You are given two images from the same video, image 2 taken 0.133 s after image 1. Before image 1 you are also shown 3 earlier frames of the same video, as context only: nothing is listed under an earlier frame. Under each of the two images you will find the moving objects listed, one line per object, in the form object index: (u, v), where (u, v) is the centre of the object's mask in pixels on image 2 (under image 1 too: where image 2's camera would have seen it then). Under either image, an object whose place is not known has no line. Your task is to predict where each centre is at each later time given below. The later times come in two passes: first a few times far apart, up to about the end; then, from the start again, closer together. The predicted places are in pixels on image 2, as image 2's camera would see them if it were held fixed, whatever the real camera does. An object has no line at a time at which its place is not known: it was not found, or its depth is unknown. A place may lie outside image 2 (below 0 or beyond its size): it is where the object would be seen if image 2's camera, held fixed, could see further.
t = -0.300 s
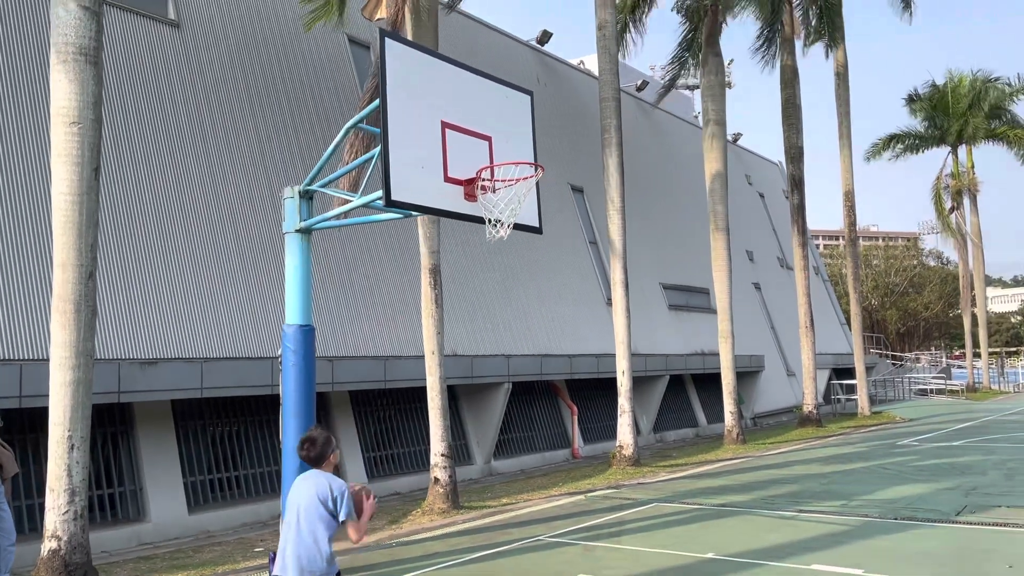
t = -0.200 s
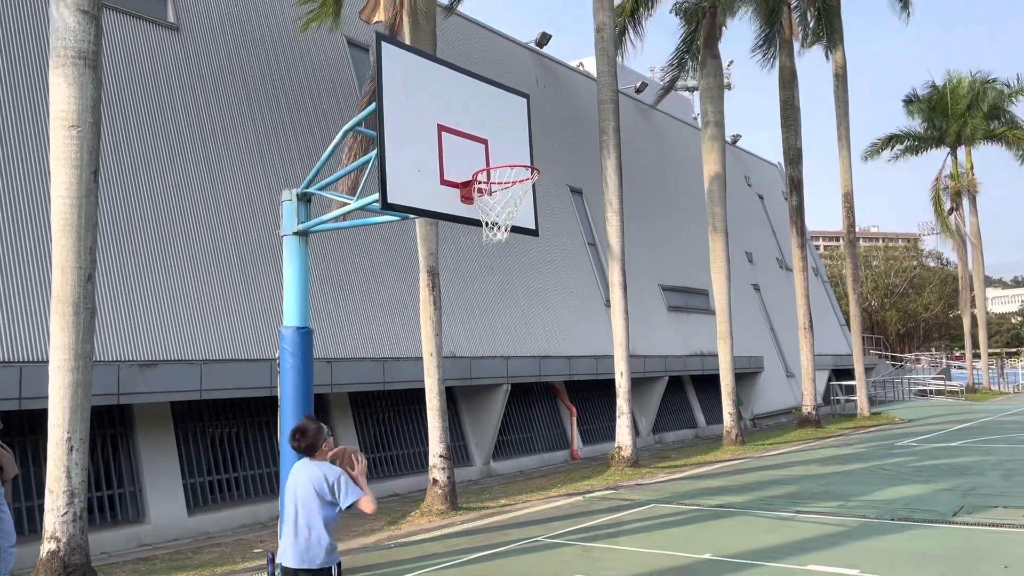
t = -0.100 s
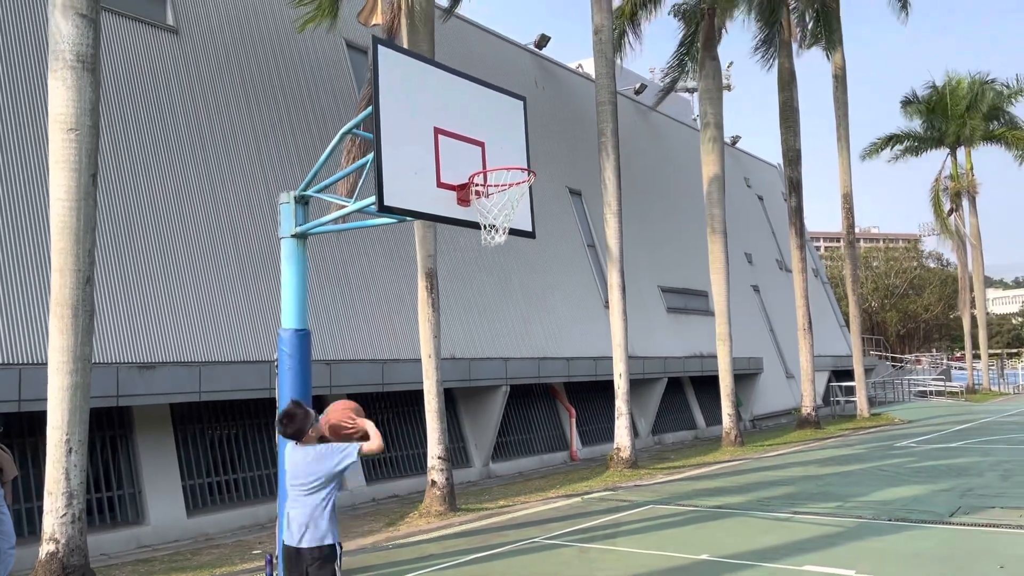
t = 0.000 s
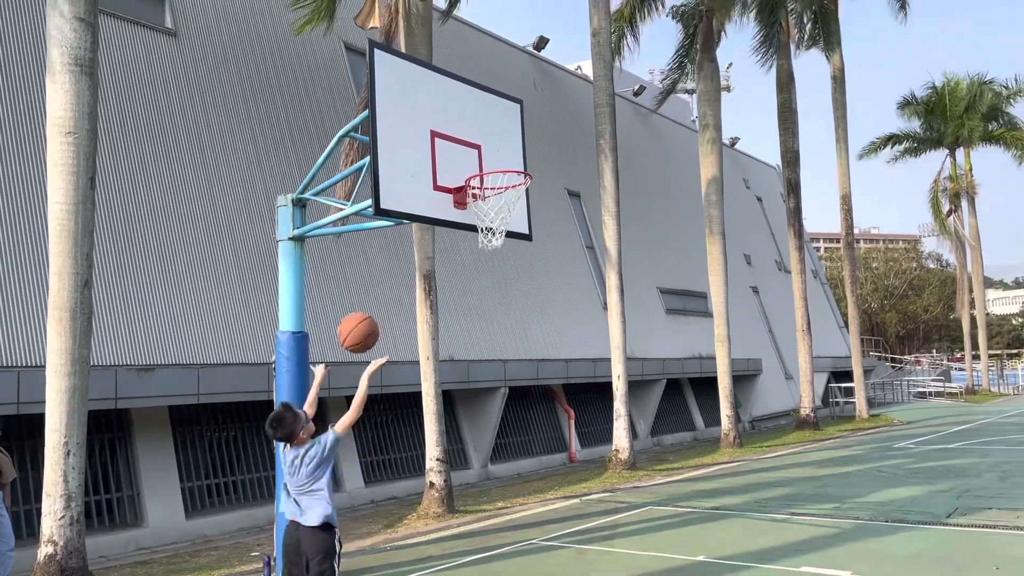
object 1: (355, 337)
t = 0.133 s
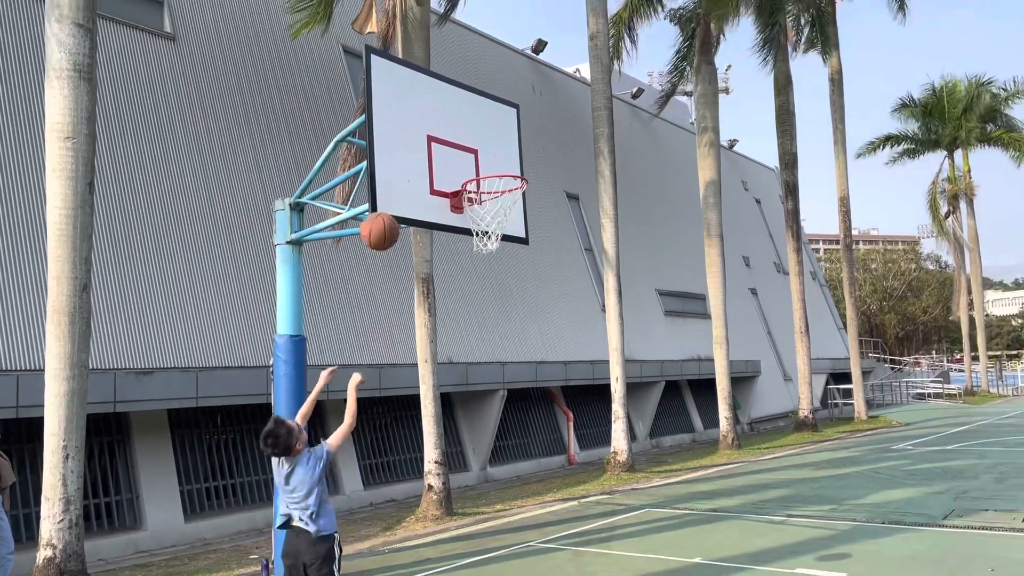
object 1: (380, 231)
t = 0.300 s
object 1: (407, 151)
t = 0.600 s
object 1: (449, 117)
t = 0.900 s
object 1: (483, 179)
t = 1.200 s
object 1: (520, 192)
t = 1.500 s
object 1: (542, 296)
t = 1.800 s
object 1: (557, 506)
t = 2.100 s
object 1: (560, 438)
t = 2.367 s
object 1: (555, 358)
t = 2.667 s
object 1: (552, 366)
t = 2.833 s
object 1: (548, 416)
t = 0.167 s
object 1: (386, 211)
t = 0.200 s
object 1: (391, 193)
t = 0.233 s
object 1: (396, 177)
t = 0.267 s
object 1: (402, 163)
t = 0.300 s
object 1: (407, 151)
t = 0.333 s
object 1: (412, 141)
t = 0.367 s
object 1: (417, 132)
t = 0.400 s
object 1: (422, 125)
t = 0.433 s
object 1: (426, 120)
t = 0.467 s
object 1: (431, 116)
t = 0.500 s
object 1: (436, 114)
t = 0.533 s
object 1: (440, 114)
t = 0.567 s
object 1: (445, 114)
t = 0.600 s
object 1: (449, 117)
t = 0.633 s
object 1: (454, 121)
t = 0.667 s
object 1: (458, 126)
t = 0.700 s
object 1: (463, 132)
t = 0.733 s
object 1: (467, 140)
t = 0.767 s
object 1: (471, 149)
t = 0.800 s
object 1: (475, 159)
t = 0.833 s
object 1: (479, 170)
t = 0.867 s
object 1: (482, 182)
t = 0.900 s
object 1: (483, 179)
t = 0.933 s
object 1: (488, 176)
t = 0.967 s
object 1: (493, 173)
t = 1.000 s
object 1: (498, 172)
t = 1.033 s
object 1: (502, 173)
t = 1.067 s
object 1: (507, 176)
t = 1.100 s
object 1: (511, 179)
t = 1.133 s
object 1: (516, 183)
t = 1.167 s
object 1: (518, 187)
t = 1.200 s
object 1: (520, 192)
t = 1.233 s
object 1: (528, 202)
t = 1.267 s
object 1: (528, 208)
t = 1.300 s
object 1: (527, 215)
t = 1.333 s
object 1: (529, 225)
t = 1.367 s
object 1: (531, 236)
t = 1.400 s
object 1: (533, 248)
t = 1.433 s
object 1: (536, 262)
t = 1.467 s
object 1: (538, 278)
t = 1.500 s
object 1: (542, 296)
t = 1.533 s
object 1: (544, 314)
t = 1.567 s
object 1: (547, 332)
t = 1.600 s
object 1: (549, 352)
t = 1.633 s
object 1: (551, 374)
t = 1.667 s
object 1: (553, 397)
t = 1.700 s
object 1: (555, 420)
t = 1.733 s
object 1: (557, 447)
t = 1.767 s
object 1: (557, 474)
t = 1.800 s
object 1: (557, 506)
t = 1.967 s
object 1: (560, 517)
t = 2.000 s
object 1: (560, 495)
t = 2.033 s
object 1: (562, 473)
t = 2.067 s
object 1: (561, 455)
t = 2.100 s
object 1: (560, 438)
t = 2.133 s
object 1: (559, 423)
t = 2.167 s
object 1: (559, 410)
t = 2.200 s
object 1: (558, 398)
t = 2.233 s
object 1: (557, 388)
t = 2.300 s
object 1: (556, 370)
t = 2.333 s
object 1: (556, 363)
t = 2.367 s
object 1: (555, 358)
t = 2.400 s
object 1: (555, 353)
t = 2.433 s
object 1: (555, 351)
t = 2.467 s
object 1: (554, 349)
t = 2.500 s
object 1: (554, 349)
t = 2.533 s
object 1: (554, 350)
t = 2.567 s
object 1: (553, 353)
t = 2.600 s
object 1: (553, 356)
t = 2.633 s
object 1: (552, 360)
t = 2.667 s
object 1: (552, 366)
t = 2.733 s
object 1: (551, 383)
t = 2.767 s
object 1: (551, 392)
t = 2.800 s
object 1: (549, 403)
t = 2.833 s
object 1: (548, 416)
